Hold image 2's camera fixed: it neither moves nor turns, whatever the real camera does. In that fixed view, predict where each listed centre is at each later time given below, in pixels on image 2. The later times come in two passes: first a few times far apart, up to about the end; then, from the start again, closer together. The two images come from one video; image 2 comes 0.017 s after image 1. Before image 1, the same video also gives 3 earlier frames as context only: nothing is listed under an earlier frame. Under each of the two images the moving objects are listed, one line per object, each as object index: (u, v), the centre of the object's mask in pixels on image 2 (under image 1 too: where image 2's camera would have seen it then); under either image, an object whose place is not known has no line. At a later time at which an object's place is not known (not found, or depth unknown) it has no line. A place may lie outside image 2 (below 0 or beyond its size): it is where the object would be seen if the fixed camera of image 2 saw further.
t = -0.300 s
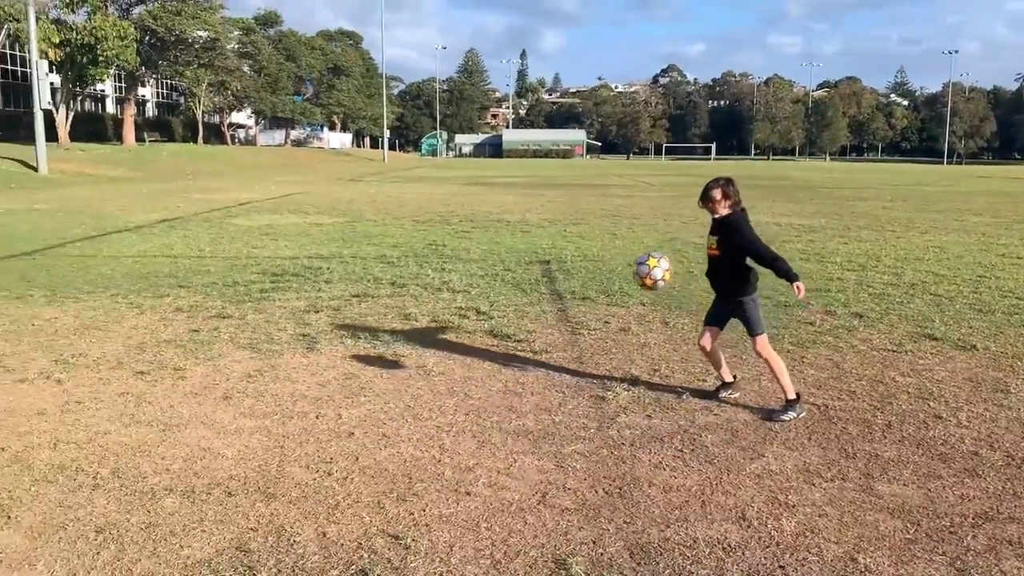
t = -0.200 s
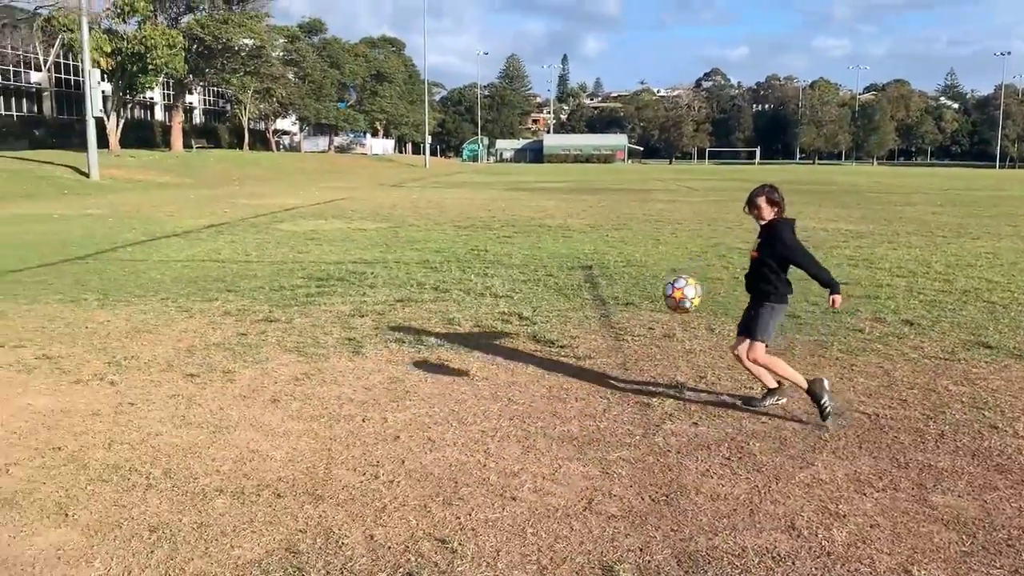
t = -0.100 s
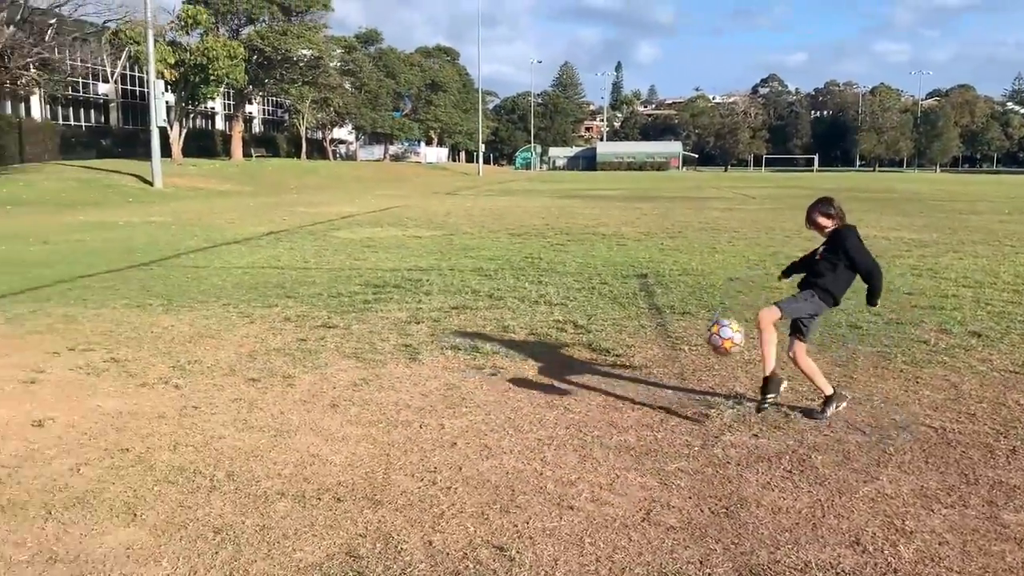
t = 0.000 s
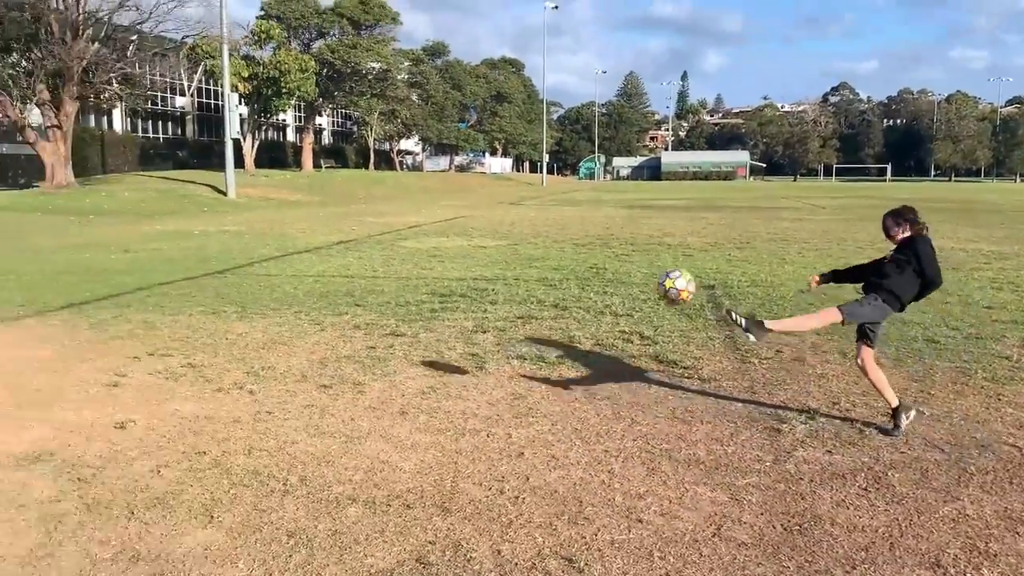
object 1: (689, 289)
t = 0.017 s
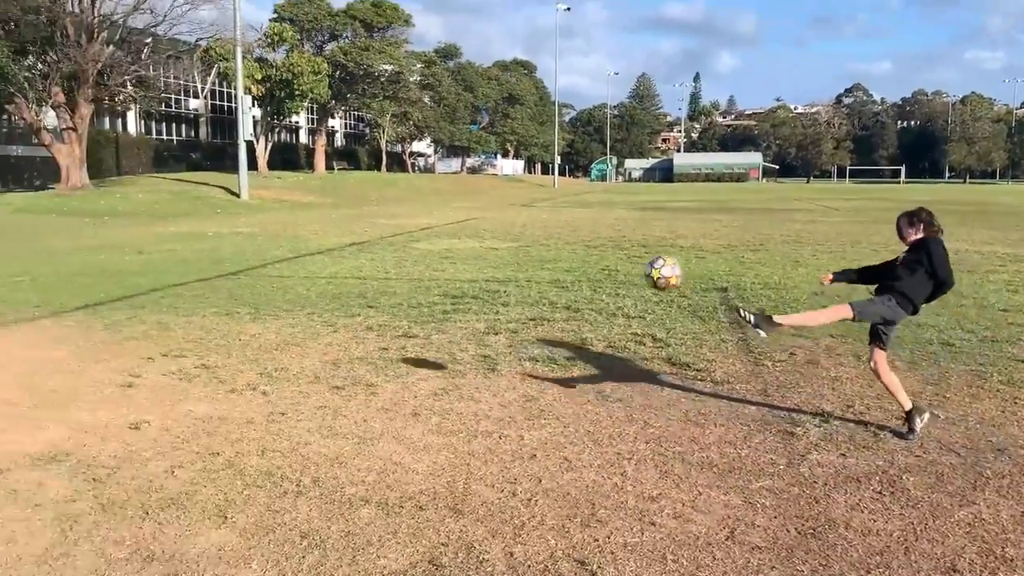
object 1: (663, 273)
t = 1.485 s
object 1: (99, 172)
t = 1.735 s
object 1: (183, 148)
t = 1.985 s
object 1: (286, 208)
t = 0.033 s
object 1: (638, 258)
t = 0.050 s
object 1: (614, 244)
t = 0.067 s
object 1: (591, 231)
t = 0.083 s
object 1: (567, 218)
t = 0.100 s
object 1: (544, 206)
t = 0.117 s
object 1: (523, 195)
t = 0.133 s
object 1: (502, 184)
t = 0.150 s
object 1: (481, 175)
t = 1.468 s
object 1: (94, 176)
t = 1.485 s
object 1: (99, 172)
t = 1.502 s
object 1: (103, 167)
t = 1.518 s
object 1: (107, 165)
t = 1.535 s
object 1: (111, 160)
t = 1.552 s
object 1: (116, 156)
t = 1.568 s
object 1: (121, 153)
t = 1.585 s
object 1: (127, 150)
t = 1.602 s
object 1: (132, 149)
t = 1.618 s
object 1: (137, 149)
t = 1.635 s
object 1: (144, 147)
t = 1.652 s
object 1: (151, 146)
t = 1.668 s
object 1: (157, 145)
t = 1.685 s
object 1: (163, 146)
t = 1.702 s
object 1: (169, 147)
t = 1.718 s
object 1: (175, 148)
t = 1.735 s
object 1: (183, 148)
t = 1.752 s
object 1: (189, 150)
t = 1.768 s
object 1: (195, 152)
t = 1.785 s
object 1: (201, 155)
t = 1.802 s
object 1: (208, 157)
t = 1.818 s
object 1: (214, 159)
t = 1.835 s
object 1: (222, 161)
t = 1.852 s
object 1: (227, 165)
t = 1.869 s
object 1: (236, 169)
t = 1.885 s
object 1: (242, 173)
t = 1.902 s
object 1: (248, 178)
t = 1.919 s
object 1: (256, 184)
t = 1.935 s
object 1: (263, 190)
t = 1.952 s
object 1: (270, 195)
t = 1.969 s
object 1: (277, 203)
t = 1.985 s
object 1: (286, 208)
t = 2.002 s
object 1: (293, 214)
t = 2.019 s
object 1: (301, 222)
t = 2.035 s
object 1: (308, 230)
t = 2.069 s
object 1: (324, 245)
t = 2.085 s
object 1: (332, 254)
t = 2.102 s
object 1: (340, 262)
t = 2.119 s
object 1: (347, 272)
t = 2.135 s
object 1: (354, 282)
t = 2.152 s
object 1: (362, 292)
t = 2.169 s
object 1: (369, 303)
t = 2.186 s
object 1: (377, 314)
